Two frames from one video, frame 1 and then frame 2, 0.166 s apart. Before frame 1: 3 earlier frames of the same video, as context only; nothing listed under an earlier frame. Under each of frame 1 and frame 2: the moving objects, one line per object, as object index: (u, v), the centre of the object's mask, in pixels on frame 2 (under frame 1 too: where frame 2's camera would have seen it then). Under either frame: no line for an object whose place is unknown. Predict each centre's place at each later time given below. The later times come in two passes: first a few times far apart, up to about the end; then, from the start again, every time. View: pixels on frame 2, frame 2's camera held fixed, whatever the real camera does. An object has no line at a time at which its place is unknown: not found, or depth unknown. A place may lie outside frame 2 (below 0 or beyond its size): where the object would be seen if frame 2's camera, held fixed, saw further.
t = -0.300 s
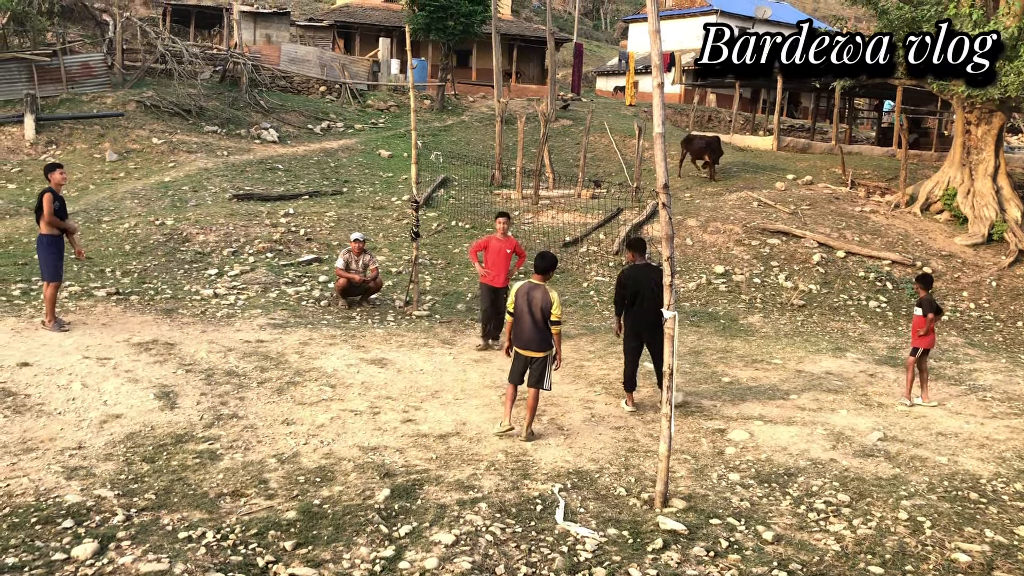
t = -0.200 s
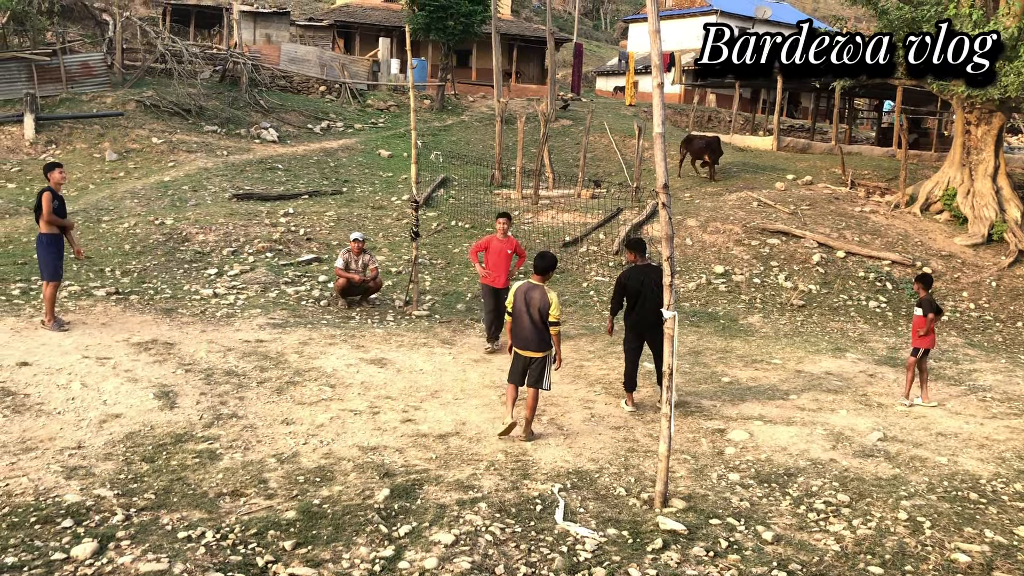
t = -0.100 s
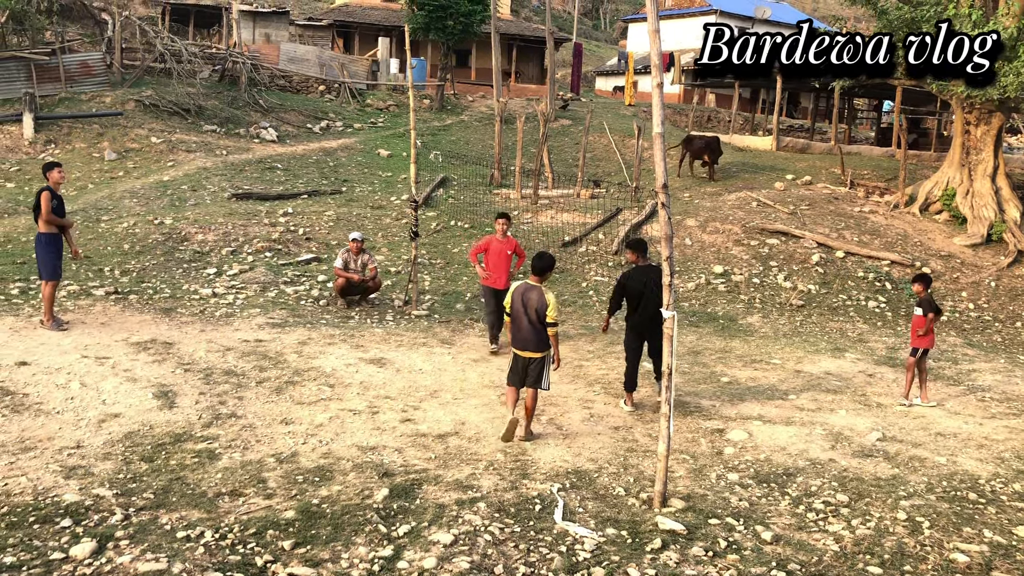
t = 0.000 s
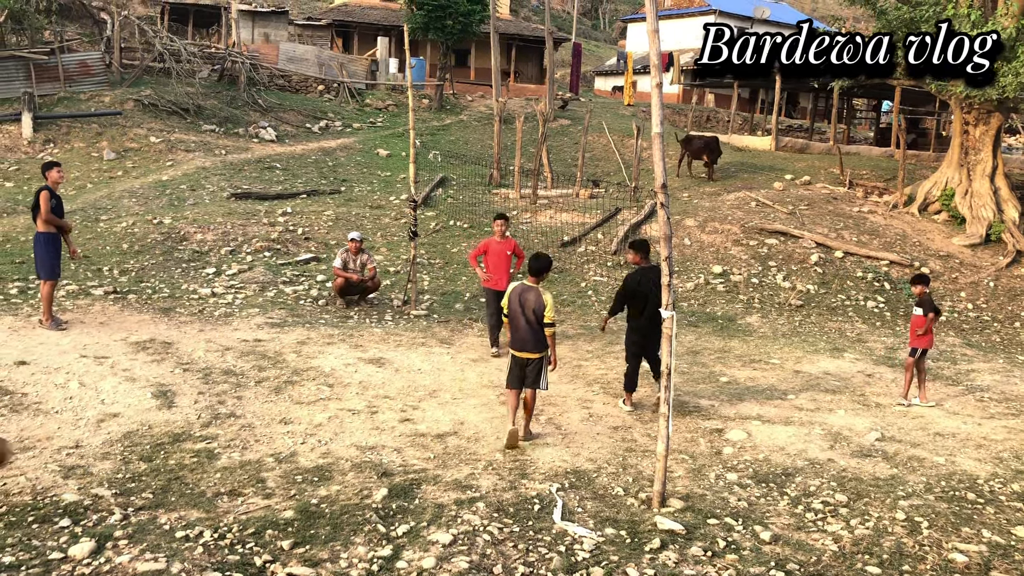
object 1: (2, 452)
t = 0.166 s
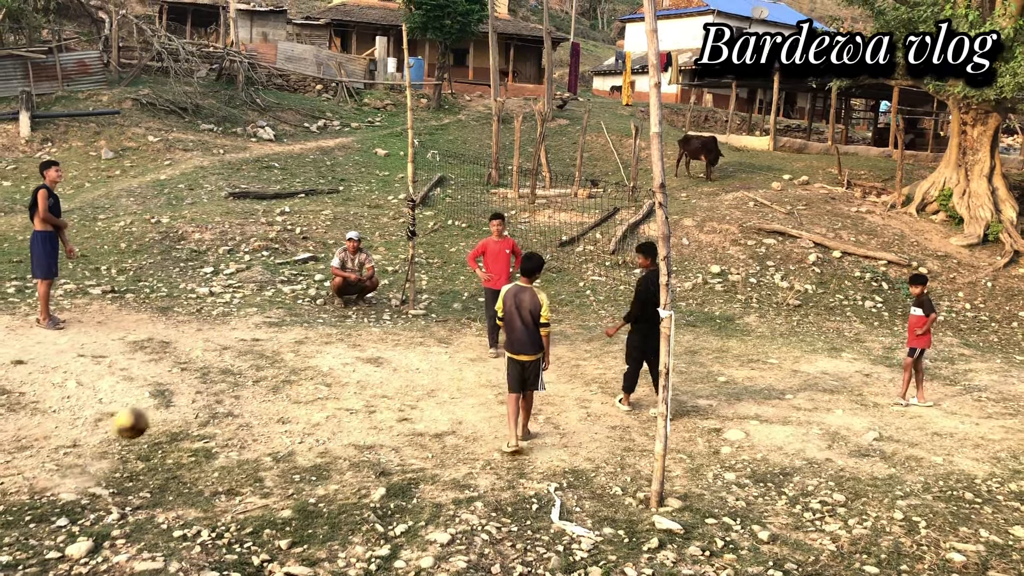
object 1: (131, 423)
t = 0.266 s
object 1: (197, 392)
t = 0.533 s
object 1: (349, 388)
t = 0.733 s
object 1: (444, 422)
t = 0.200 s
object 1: (154, 410)
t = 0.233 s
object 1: (175, 401)
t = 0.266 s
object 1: (197, 392)
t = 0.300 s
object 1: (218, 387)
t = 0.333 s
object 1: (238, 383)
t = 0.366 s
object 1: (257, 379)
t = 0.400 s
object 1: (278, 379)
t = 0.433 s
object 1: (296, 379)
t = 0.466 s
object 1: (315, 381)
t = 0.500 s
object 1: (332, 384)
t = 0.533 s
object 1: (349, 388)
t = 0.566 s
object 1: (366, 395)
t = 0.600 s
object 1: (383, 403)
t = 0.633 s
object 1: (398, 412)
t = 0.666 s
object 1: (412, 422)
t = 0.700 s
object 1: (429, 433)
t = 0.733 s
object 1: (444, 422)
